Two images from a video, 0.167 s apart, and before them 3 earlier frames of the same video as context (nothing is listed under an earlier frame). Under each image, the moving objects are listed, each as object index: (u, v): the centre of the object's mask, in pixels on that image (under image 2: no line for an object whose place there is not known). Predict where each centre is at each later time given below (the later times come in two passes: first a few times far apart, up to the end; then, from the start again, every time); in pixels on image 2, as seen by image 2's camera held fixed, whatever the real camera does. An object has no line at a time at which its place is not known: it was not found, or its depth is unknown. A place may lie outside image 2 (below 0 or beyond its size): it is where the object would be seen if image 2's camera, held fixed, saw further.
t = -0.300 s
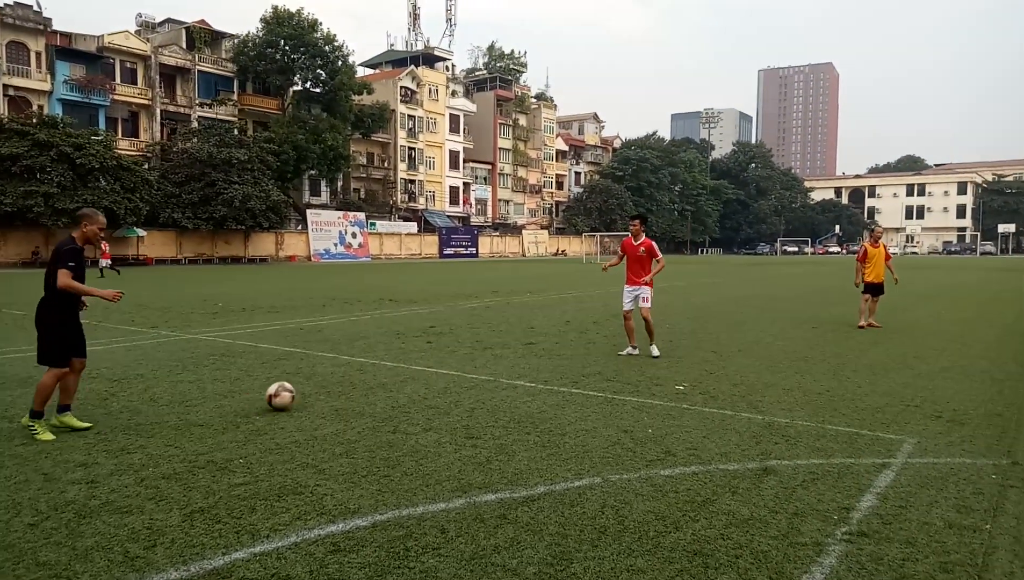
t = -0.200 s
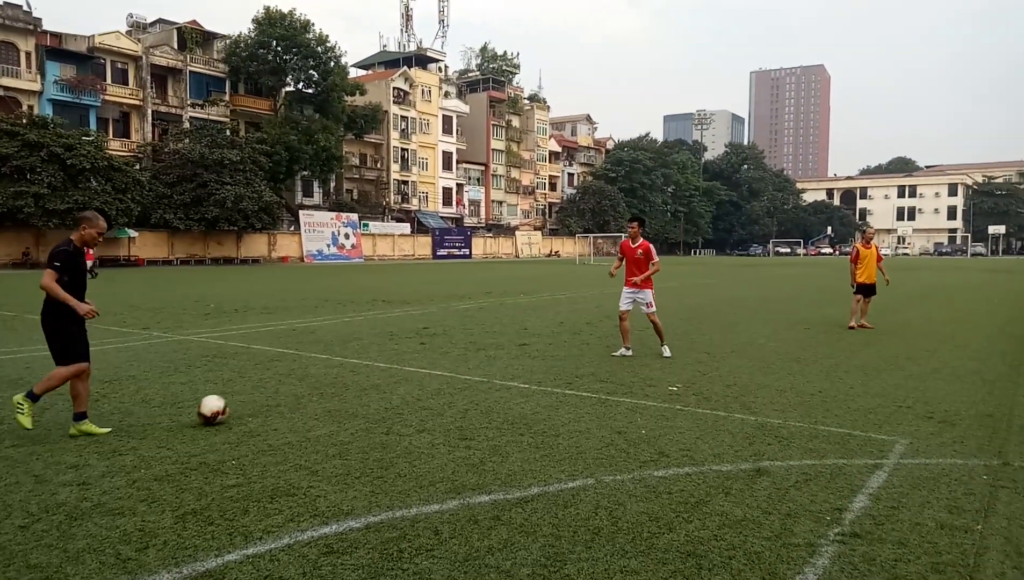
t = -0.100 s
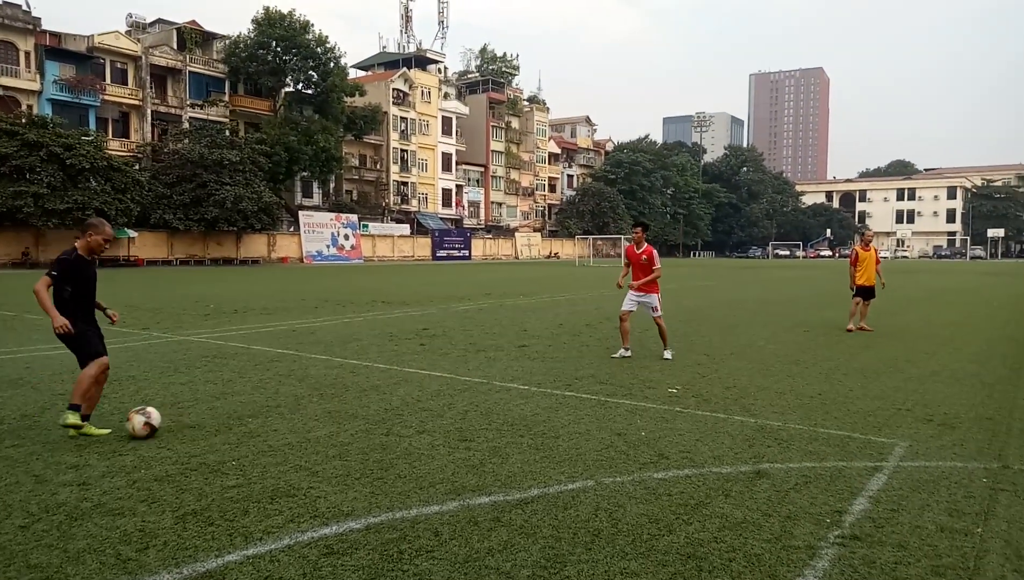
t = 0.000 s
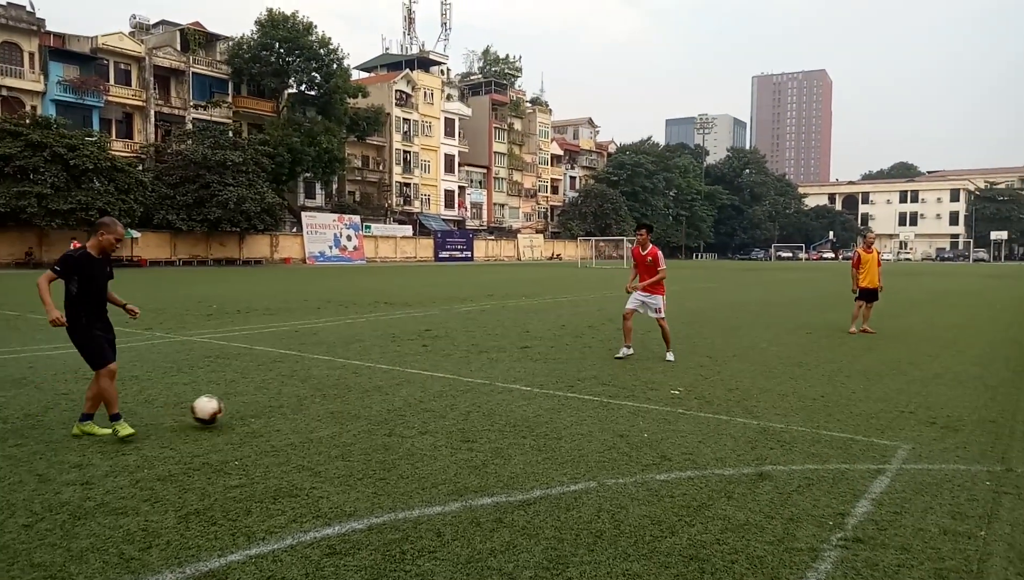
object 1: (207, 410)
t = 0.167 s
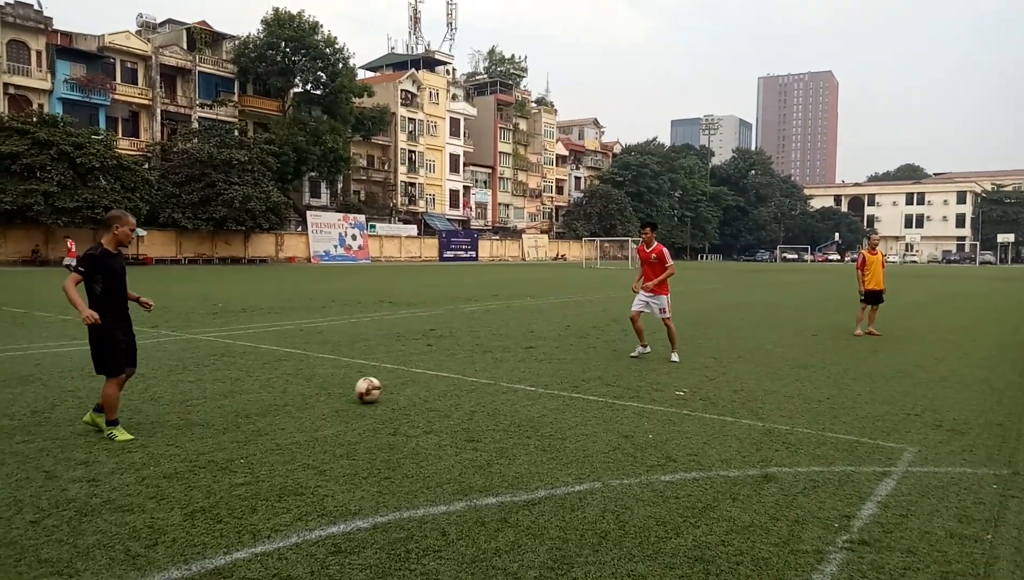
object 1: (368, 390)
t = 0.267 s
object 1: (432, 381)
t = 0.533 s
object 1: (544, 365)
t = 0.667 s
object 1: (580, 359)
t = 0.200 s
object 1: (392, 387)
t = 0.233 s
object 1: (413, 384)
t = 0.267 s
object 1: (432, 381)
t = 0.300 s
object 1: (450, 378)
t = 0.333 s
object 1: (467, 377)
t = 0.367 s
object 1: (482, 374)
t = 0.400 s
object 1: (496, 372)
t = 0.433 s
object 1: (510, 371)
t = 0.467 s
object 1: (522, 369)
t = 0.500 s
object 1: (533, 367)
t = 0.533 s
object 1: (544, 365)
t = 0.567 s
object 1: (554, 365)
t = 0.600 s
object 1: (564, 365)
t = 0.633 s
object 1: (572, 362)
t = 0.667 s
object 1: (580, 359)
